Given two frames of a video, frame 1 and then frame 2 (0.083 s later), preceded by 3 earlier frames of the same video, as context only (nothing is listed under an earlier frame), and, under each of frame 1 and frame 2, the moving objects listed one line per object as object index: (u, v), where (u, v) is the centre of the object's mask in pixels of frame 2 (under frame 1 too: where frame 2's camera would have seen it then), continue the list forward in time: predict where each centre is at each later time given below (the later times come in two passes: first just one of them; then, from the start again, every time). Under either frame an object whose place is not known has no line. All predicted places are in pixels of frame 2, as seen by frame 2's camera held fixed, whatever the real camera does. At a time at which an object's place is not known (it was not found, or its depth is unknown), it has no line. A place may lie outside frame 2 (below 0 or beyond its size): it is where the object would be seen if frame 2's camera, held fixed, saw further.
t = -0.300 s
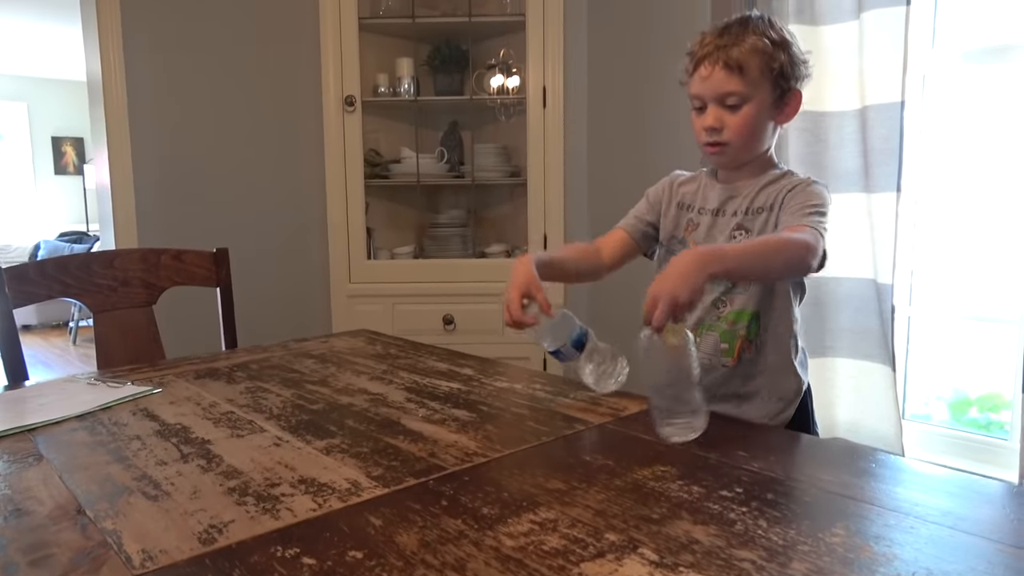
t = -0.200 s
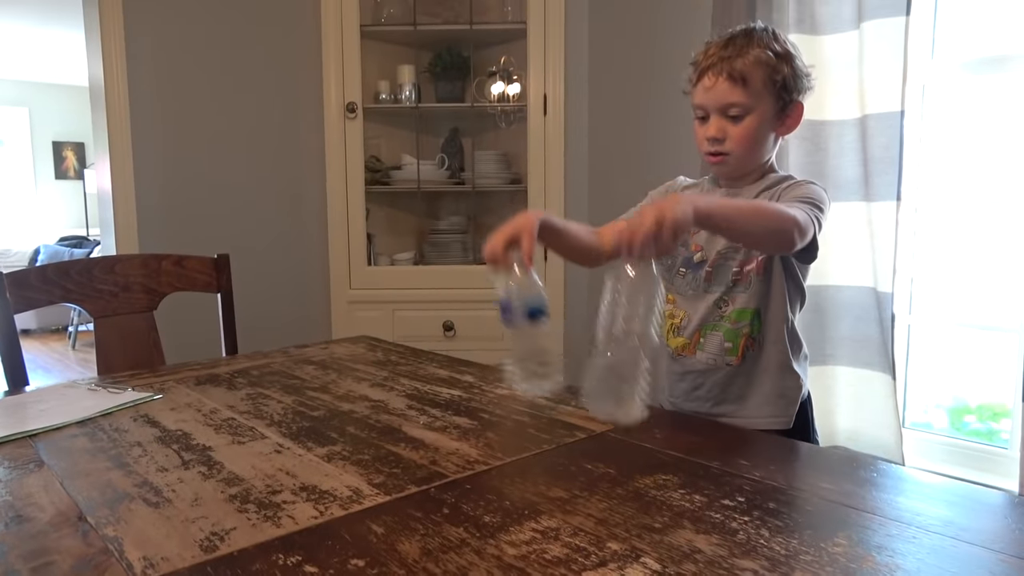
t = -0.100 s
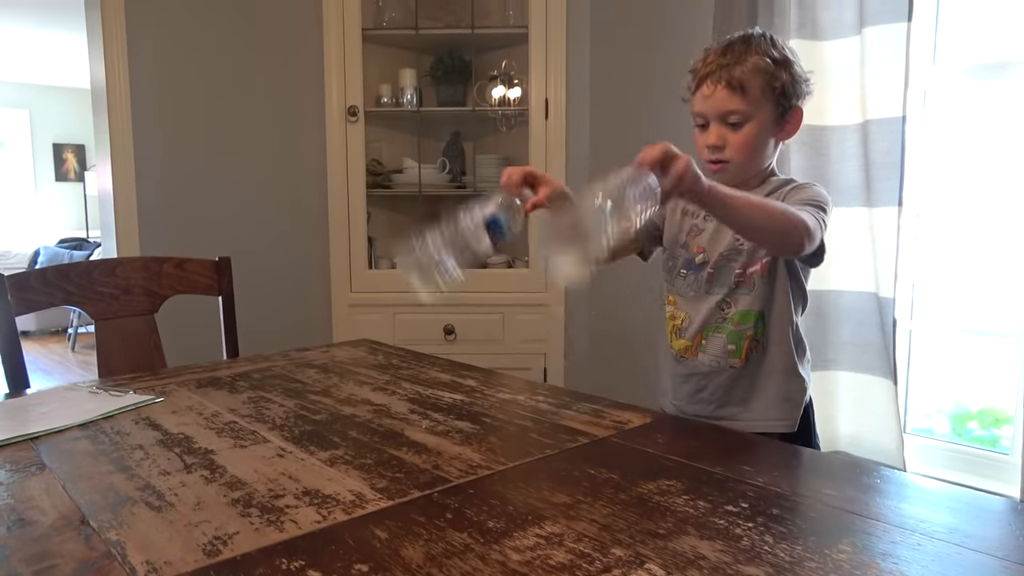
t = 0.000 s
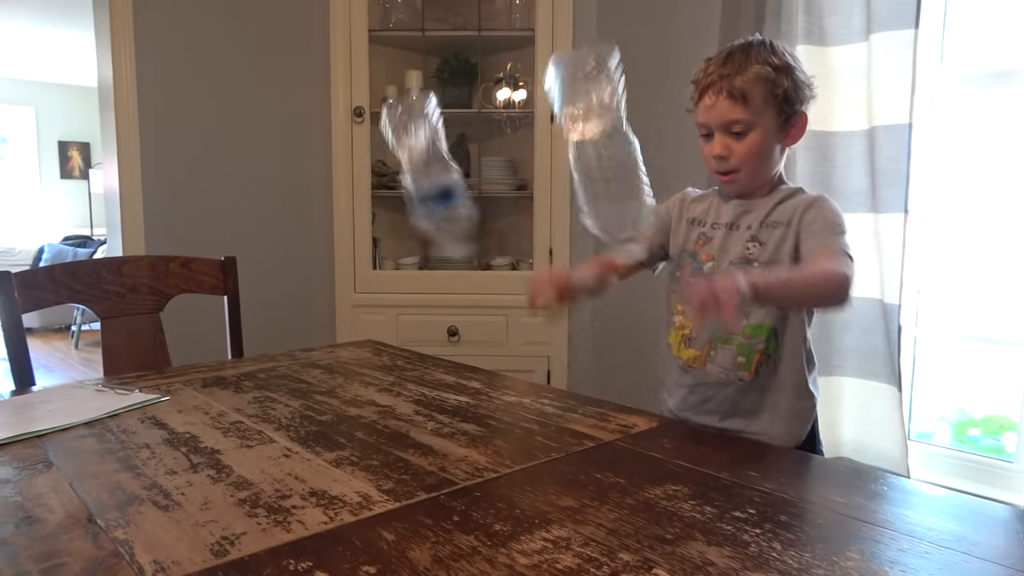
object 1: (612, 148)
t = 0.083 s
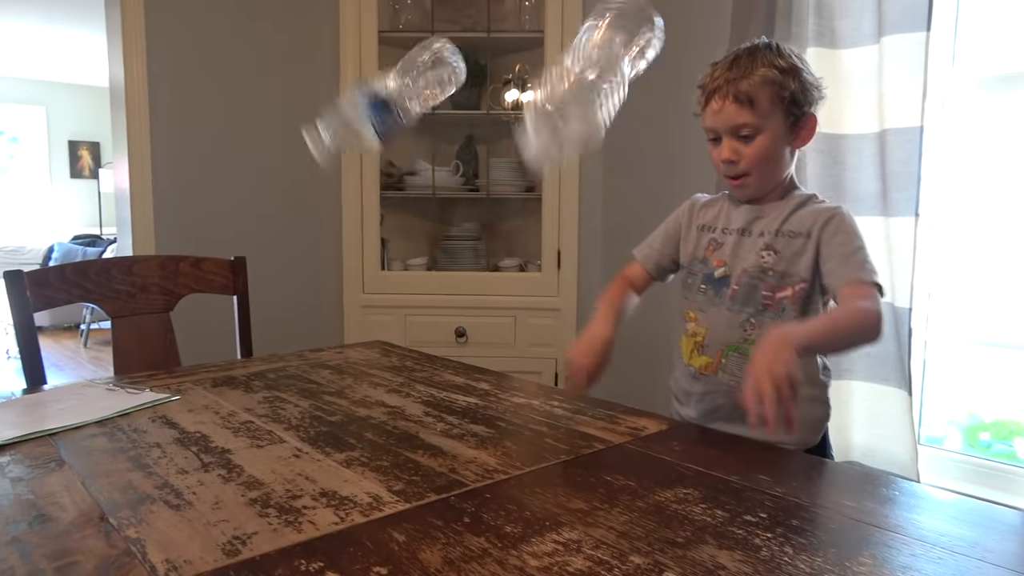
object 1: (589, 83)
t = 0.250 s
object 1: (624, 161)
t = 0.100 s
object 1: (588, 67)
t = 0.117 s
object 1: (591, 55)
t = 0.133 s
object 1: (592, 53)
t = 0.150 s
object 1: (597, 56)
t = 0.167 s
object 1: (605, 64)
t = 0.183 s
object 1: (612, 76)
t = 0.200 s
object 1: (616, 90)
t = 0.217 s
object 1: (618, 106)
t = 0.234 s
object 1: (620, 130)
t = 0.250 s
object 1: (624, 161)
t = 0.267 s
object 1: (627, 199)
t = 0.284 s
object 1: (629, 237)
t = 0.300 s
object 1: (633, 282)
